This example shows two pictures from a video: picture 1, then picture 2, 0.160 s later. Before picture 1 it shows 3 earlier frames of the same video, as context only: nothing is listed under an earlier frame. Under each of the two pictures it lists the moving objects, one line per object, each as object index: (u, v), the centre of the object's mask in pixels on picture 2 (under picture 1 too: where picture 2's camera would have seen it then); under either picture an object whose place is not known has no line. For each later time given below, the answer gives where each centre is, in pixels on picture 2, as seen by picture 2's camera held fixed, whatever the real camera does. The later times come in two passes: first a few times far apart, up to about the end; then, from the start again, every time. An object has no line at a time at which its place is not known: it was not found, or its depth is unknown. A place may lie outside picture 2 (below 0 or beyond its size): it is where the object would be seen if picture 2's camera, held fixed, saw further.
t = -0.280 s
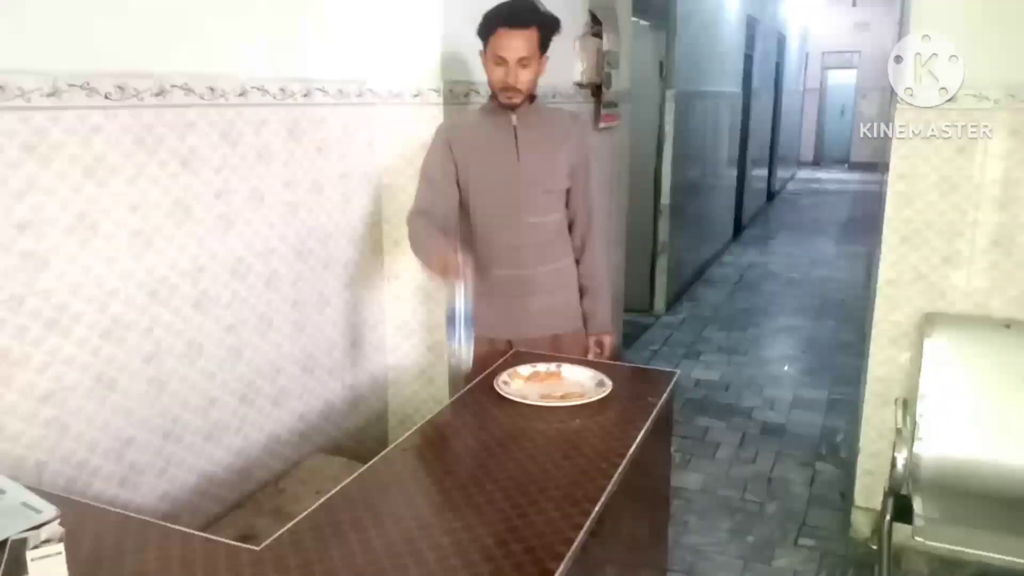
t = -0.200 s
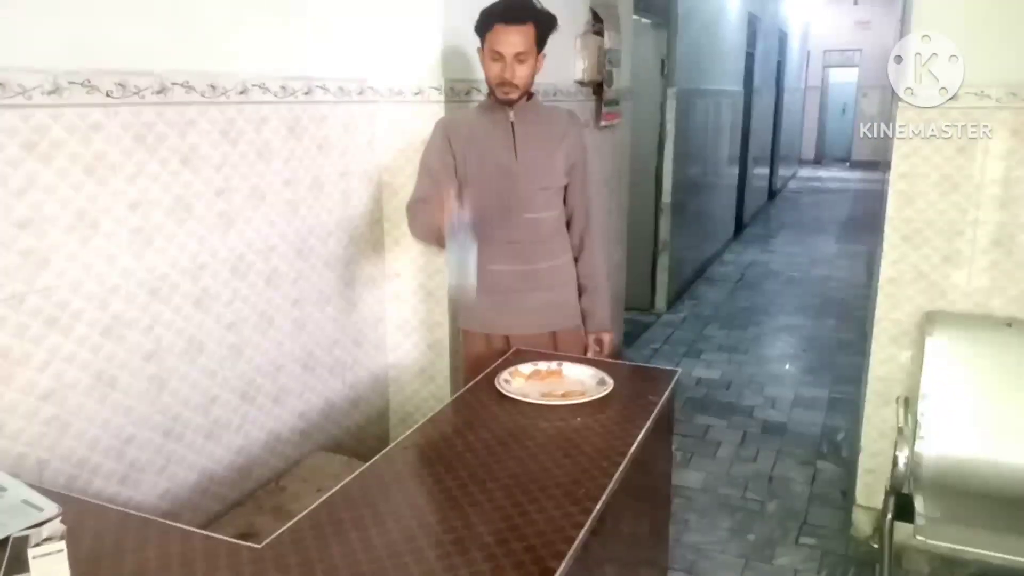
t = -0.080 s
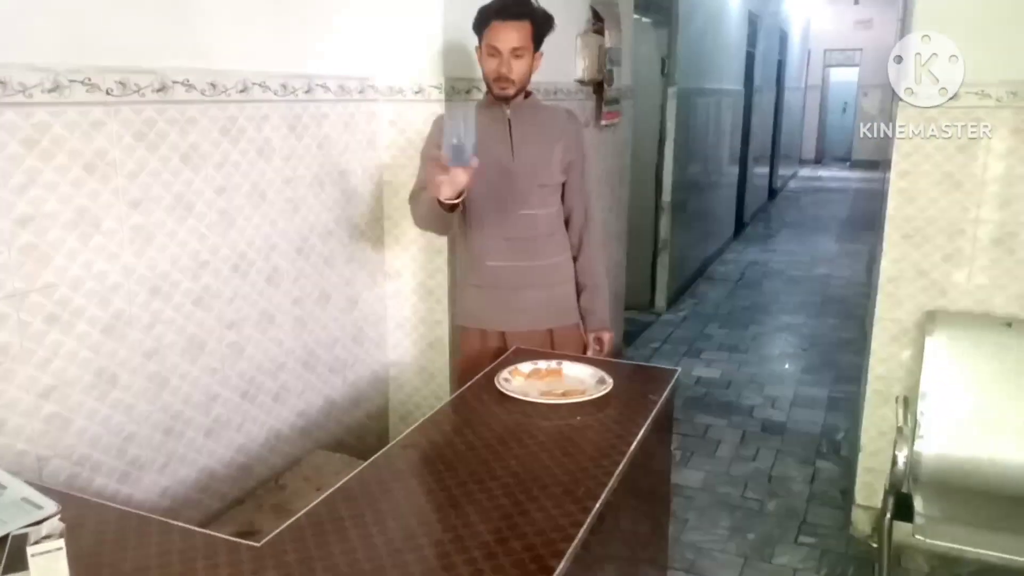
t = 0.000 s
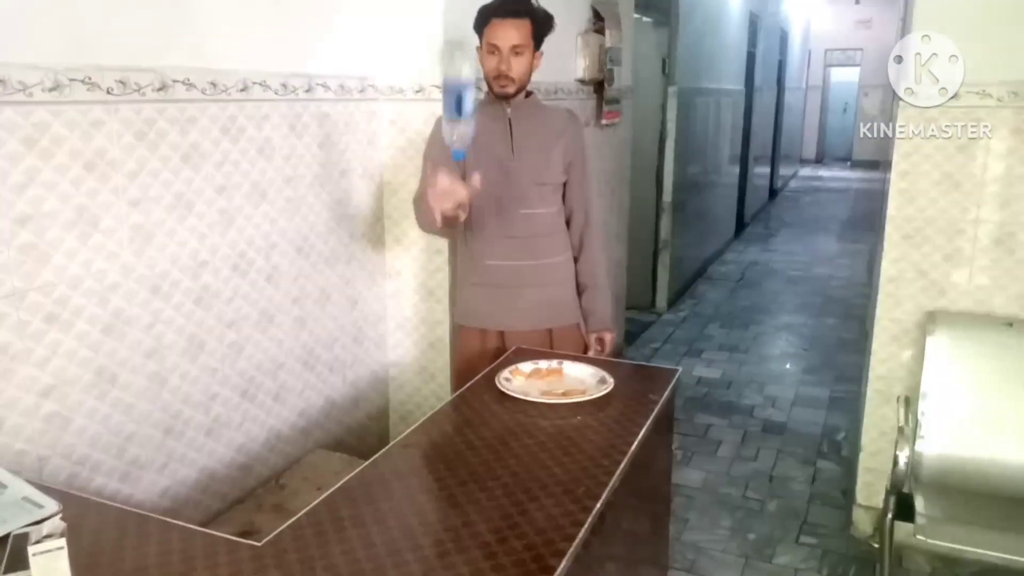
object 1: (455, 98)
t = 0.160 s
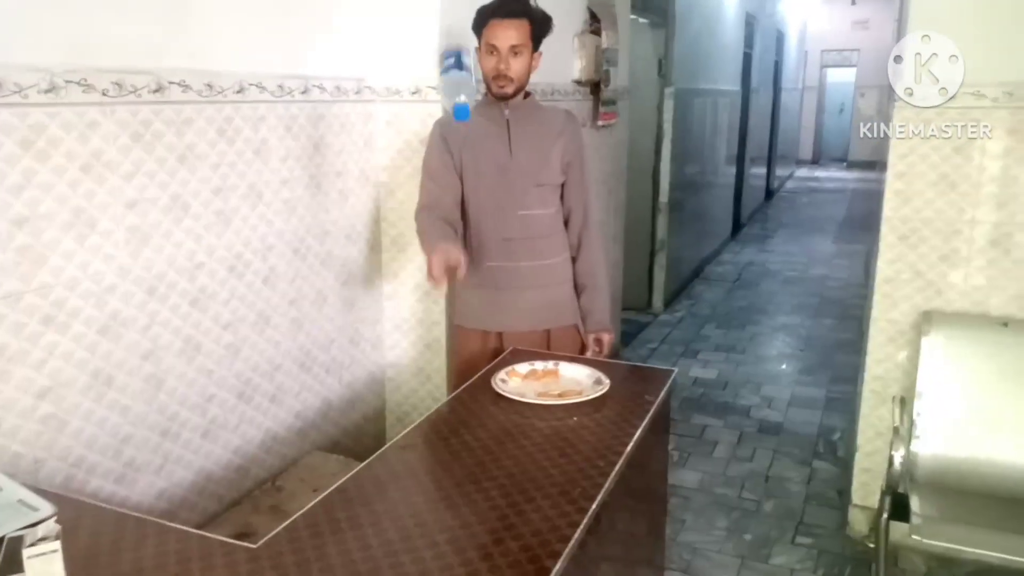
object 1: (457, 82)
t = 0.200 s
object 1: (459, 97)
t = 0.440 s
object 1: (465, 370)
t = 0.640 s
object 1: (487, 445)
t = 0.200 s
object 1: (459, 97)
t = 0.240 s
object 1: (467, 117)
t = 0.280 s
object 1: (460, 142)
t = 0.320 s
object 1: (460, 190)
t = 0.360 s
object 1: (462, 244)
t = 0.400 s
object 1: (463, 304)
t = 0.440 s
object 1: (465, 370)
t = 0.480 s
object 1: (469, 399)
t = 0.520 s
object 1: (473, 407)
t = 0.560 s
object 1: (480, 420)
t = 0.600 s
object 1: (487, 443)
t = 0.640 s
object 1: (487, 445)
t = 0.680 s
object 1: (491, 447)
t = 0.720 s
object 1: (493, 447)
